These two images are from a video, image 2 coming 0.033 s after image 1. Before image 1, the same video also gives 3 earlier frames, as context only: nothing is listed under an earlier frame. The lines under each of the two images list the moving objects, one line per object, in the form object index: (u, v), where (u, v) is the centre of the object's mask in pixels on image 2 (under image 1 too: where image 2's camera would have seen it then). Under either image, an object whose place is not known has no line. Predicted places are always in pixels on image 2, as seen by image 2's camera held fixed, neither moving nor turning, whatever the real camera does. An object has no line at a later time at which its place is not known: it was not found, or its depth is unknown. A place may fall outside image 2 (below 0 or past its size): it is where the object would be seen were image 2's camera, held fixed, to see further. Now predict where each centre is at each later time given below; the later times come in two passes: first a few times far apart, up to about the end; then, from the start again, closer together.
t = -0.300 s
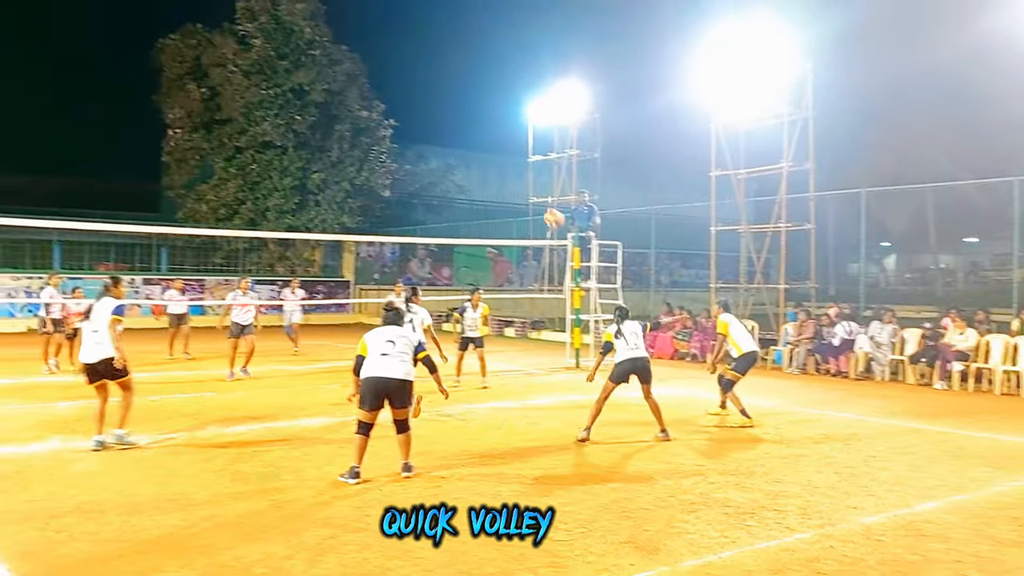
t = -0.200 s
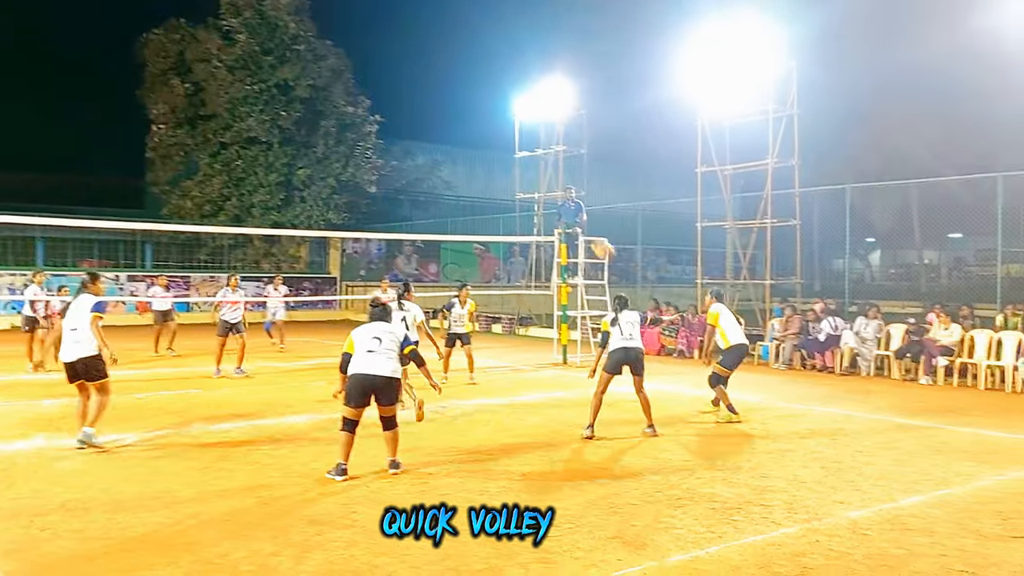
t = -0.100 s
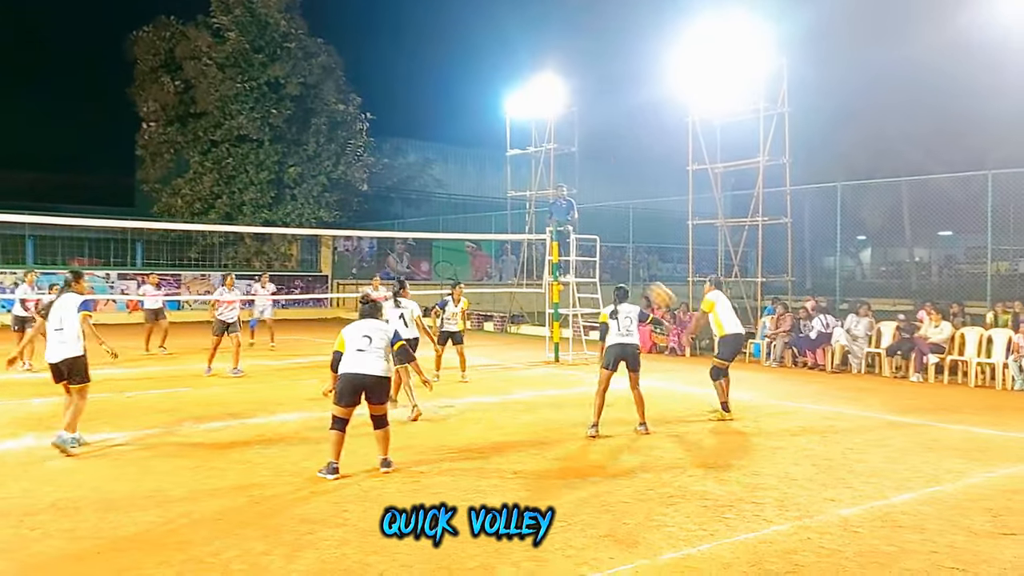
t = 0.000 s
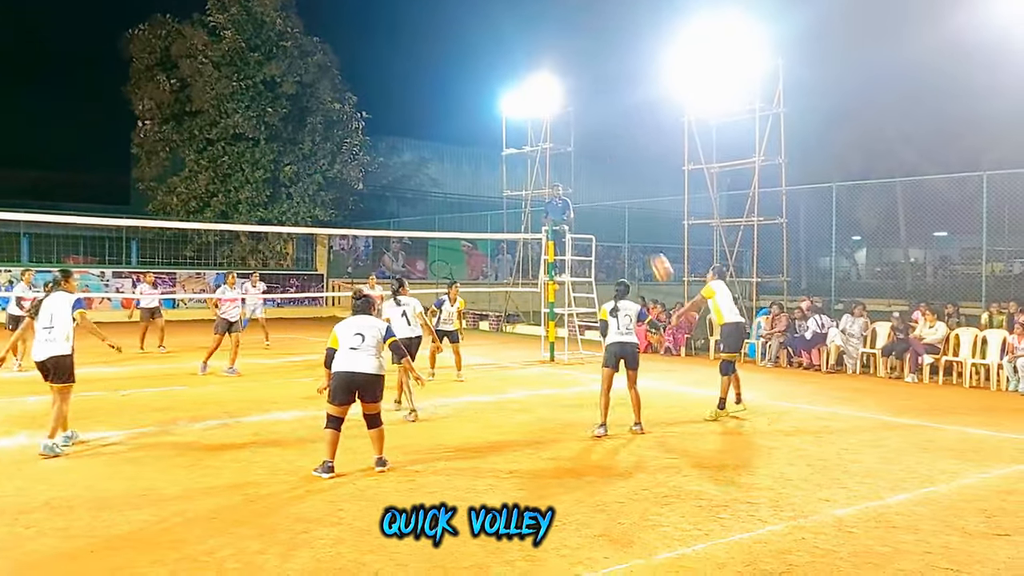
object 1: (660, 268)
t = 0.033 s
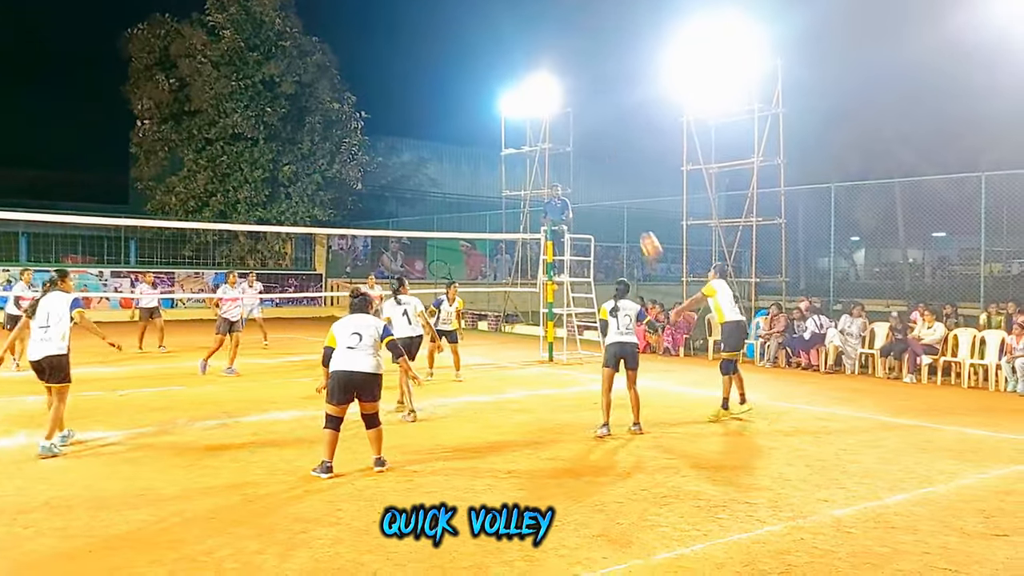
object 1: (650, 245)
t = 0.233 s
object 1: (594, 140)
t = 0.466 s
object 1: (531, 64)
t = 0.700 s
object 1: (474, 34)
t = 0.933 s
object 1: (420, 48)
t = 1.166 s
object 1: (369, 104)
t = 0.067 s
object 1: (640, 225)
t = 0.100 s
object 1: (631, 206)
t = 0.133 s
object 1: (622, 188)
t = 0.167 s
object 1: (612, 170)
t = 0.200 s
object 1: (603, 154)
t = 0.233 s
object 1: (594, 140)
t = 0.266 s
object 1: (585, 126)
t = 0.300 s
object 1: (575, 113)
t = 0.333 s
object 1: (568, 102)
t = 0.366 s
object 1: (563, 90)
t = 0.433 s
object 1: (540, 68)
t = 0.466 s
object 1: (531, 64)
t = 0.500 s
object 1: (523, 57)
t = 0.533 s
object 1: (515, 51)
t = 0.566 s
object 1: (507, 46)
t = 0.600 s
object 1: (498, 41)
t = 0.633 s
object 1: (490, 38)
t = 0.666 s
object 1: (482, 36)
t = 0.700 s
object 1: (474, 34)
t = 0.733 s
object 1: (466, 34)
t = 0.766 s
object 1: (458, 34)
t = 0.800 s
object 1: (450, 36)
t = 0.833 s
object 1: (443, 38)
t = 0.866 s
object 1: (435, 40)
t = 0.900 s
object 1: (428, 44)
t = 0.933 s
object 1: (420, 48)
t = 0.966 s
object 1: (412, 54)
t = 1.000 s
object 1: (405, 60)
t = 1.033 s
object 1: (398, 67)
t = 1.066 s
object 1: (391, 75)
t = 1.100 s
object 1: (384, 84)
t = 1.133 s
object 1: (376, 93)
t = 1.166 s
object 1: (369, 104)
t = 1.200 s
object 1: (363, 114)
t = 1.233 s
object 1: (356, 126)
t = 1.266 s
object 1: (350, 139)
